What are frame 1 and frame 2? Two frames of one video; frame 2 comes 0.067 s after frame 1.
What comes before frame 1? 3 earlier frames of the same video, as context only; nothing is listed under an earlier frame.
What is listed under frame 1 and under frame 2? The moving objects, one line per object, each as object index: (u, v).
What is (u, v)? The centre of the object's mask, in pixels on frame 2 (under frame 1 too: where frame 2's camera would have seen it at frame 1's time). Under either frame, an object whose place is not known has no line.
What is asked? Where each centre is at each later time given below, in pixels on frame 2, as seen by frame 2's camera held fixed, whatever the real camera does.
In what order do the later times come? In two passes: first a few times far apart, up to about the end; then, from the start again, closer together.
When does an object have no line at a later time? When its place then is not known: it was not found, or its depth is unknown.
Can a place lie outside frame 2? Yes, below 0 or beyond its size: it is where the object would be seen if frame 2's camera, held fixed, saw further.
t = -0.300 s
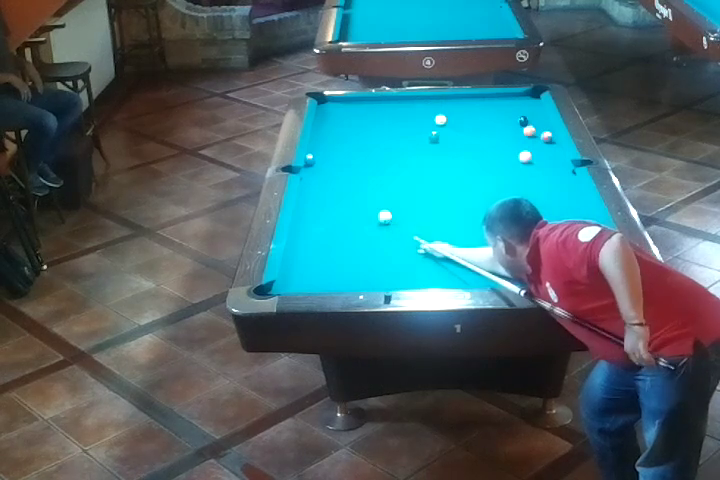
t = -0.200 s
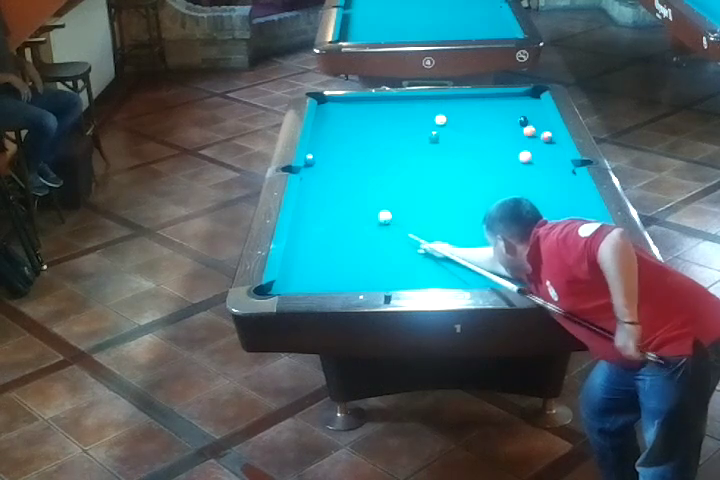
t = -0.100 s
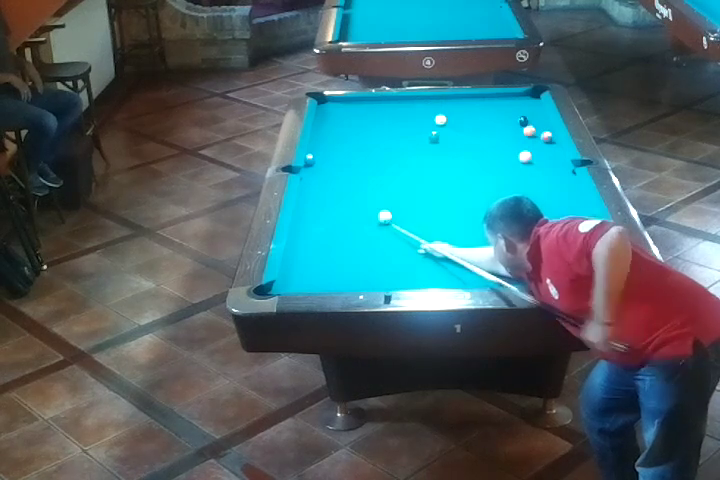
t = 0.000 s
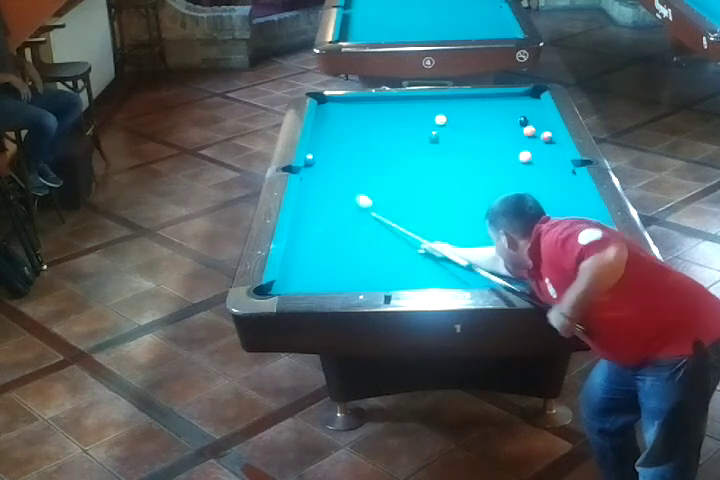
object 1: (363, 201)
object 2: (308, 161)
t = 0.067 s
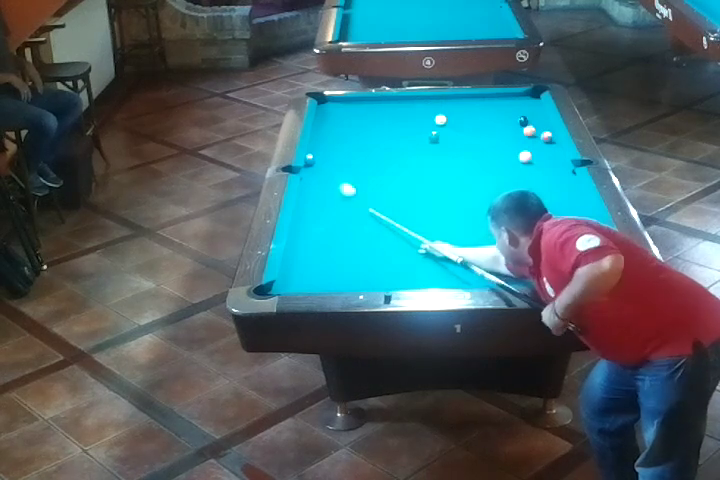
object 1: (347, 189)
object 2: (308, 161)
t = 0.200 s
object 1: (321, 171)
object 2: (308, 161)
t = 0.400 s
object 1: (318, 164)
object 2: (310, 152)
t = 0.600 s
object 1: (335, 166)
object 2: (313, 138)
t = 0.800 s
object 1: (352, 169)
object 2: (316, 126)
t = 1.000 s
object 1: (368, 171)
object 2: (318, 116)
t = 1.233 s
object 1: (386, 174)
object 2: (320, 105)
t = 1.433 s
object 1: (400, 176)
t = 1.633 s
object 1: (415, 178)
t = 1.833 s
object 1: (429, 180)
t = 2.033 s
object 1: (442, 182)
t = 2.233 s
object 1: (454, 184)
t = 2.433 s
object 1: (461, 187)
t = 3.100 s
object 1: (498, 192)
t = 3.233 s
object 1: (508, 191)
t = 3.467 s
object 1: (519, 193)
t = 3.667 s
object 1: (527, 194)
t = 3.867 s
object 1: (535, 195)
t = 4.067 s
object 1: (541, 196)
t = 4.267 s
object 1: (547, 197)
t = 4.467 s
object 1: (552, 198)
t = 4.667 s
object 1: (556, 198)
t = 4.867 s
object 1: (559, 199)
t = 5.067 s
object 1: (561, 199)
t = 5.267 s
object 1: (563, 199)
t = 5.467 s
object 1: (563, 199)
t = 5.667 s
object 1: (563, 198)
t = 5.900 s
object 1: (563, 198)
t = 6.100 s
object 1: (563, 199)
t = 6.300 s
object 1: (564, 199)
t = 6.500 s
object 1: (563, 199)
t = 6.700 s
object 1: (563, 199)
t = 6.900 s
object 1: (564, 199)
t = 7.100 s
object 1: (564, 199)
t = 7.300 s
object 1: (564, 199)
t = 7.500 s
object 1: (564, 199)
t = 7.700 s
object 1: (564, 199)
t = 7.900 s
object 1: (564, 199)
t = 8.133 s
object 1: (564, 199)
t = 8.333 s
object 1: (564, 199)
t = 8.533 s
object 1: (564, 199)
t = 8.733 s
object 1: (562, 198)
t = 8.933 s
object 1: (563, 198)
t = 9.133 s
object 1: (563, 198)
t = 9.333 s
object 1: (563, 199)
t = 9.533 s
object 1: (563, 199)
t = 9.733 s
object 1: (563, 199)
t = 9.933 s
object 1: (563, 199)
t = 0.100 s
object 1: (340, 184)
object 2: (308, 161)
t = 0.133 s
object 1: (333, 180)
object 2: (308, 161)
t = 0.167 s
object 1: (327, 175)
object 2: (308, 160)
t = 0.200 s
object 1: (321, 171)
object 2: (308, 161)
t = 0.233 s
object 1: (315, 167)
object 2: (307, 160)
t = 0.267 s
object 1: (311, 164)
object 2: (309, 156)
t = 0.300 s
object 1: (310, 163)
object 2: (309, 154)
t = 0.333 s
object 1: (313, 164)
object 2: (309, 154)
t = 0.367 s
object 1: (315, 164)
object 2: (310, 154)
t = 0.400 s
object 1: (318, 164)
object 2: (310, 152)
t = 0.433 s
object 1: (321, 164)
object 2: (311, 148)
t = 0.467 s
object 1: (324, 165)
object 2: (312, 147)
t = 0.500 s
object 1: (327, 165)
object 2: (312, 145)
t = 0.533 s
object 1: (330, 166)
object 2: (312, 142)
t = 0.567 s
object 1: (332, 166)
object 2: (313, 141)
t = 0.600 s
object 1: (335, 166)
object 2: (313, 138)
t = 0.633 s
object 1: (338, 167)
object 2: (314, 136)
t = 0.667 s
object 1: (341, 167)
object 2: (314, 135)
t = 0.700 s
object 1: (343, 168)
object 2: (315, 132)
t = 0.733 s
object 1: (346, 168)
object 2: (315, 130)
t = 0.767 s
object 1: (349, 168)
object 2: (315, 129)
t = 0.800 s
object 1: (352, 169)
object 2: (316, 126)
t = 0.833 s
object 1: (354, 169)
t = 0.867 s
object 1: (357, 169)
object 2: (317, 123)
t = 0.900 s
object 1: (360, 170)
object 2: (317, 121)
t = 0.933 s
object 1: (362, 170)
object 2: (317, 120)
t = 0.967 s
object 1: (365, 171)
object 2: (318, 118)
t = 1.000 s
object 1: (368, 171)
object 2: (318, 116)
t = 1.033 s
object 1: (370, 171)
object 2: (318, 115)
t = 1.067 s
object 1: (373, 172)
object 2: (319, 112)
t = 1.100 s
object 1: (375, 172)
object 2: (319, 111)
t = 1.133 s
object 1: (378, 172)
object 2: (319, 110)
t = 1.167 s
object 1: (381, 173)
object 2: (319, 108)
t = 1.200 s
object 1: (383, 173)
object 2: (320, 106)
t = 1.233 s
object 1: (386, 174)
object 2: (320, 105)
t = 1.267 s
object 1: (388, 174)
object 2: (321, 103)
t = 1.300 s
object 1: (391, 174)
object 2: (322, 101)
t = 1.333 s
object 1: (393, 174)
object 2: (322, 100)
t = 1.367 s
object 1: (396, 175)
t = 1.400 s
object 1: (398, 175)
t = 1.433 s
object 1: (400, 176)
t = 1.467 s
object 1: (403, 176)
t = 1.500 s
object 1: (405, 176)
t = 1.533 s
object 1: (407, 177)
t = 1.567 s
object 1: (410, 177)
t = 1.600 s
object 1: (412, 178)
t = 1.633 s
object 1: (415, 178)
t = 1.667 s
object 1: (417, 178)
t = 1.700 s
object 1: (419, 179)
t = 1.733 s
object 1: (422, 179)
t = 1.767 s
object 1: (424, 179)
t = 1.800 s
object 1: (426, 180)
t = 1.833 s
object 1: (429, 180)
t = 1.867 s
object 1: (431, 180)
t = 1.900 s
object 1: (433, 181)
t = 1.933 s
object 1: (435, 181)
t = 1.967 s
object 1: (438, 181)
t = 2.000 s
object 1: (440, 182)
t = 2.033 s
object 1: (442, 182)
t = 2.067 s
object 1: (444, 182)
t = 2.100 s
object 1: (446, 183)
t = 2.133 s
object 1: (448, 183)
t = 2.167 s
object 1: (450, 183)
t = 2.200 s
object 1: (453, 183)
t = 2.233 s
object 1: (454, 184)
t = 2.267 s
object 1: (456, 184)
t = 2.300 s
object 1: (458, 184)
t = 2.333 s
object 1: (461, 185)
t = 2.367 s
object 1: (462, 185)
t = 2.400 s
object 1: (462, 185)
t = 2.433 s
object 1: (461, 187)
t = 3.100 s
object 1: (498, 192)
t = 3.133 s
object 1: (502, 194)
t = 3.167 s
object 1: (502, 192)
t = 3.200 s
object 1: (505, 192)
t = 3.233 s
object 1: (508, 191)
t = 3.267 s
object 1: (511, 192)
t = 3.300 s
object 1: (512, 192)
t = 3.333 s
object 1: (514, 192)
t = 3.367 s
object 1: (515, 192)
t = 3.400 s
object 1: (516, 193)
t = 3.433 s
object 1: (518, 193)
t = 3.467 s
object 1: (519, 193)
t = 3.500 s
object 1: (521, 193)
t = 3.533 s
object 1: (522, 194)
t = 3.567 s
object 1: (523, 194)
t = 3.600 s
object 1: (524, 194)
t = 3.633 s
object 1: (526, 194)
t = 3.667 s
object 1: (527, 194)
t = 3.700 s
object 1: (528, 194)
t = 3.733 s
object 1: (530, 195)
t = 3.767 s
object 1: (531, 195)
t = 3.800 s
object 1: (532, 195)
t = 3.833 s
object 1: (533, 195)
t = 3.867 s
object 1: (535, 195)
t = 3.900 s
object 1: (536, 195)
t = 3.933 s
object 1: (537, 196)
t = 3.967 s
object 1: (538, 196)
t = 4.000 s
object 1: (539, 196)
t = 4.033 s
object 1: (540, 196)
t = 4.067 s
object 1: (541, 196)
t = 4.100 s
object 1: (542, 196)
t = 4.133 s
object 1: (543, 197)
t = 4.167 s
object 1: (544, 197)
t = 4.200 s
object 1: (545, 197)
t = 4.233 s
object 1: (546, 197)
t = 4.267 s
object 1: (547, 197)
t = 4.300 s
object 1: (547, 197)
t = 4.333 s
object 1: (548, 197)
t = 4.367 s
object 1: (549, 198)
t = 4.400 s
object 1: (550, 198)
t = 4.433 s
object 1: (551, 198)
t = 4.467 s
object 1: (552, 198)
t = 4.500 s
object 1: (552, 198)
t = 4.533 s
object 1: (553, 198)
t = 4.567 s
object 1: (554, 198)
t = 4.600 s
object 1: (554, 198)
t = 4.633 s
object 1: (555, 199)
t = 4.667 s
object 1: (556, 198)
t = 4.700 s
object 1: (556, 198)
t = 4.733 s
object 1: (557, 199)
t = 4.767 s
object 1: (557, 199)
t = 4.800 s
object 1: (558, 199)
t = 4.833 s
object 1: (558, 199)
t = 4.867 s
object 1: (559, 199)
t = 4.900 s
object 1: (560, 199)
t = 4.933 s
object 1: (560, 199)
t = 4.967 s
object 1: (560, 199)
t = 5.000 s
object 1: (561, 199)
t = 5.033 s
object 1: (561, 199)
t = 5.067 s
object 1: (561, 199)
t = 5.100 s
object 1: (561, 199)
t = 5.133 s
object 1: (562, 199)
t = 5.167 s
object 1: (562, 199)
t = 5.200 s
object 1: (562, 199)
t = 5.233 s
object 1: (563, 199)
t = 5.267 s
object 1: (563, 199)
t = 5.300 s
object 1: (563, 199)
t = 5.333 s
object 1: (563, 199)
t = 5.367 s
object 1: (563, 199)
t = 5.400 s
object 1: (563, 199)
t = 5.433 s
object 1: (563, 199)
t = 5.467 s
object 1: (563, 199)
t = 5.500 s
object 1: (563, 199)
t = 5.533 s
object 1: (563, 199)
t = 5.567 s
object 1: (563, 199)
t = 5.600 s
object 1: (563, 199)
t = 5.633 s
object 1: (563, 198)
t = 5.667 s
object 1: (563, 198)
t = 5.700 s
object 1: (563, 199)
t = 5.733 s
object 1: (563, 198)
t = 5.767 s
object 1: (563, 198)
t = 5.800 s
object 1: (563, 199)
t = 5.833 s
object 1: (563, 198)
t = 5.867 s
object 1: (563, 198)
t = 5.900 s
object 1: (563, 198)
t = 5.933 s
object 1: (563, 198)
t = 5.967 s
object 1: (563, 198)
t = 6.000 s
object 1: (563, 199)
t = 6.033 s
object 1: (563, 198)
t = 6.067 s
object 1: (563, 198)
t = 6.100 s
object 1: (563, 199)
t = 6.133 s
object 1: (563, 199)
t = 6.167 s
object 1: (563, 198)
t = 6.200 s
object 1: (563, 199)
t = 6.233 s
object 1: (564, 199)
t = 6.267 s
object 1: (563, 199)
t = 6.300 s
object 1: (564, 199)
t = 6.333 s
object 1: (563, 198)
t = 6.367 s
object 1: (563, 199)
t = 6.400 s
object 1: (563, 199)
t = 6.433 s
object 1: (563, 199)
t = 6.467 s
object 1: (564, 199)
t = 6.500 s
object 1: (563, 199)
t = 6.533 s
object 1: (563, 198)
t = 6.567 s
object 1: (563, 199)
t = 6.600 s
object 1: (563, 199)
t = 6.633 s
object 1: (563, 199)
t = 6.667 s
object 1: (564, 198)
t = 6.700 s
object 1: (563, 199)
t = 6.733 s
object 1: (563, 199)
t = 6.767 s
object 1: (563, 198)
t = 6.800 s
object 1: (563, 199)
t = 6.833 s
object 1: (563, 198)
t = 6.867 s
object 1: (563, 199)
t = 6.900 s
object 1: (564, 199)
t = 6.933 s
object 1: (564, 199)
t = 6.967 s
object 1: (564, 199)
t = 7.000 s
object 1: (564, 199)
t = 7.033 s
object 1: (564, 199)
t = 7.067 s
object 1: (564, 199)
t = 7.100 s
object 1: (564, 199)
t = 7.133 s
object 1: (564, 199)
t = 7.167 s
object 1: (564, 199)
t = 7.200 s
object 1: (564, 199)
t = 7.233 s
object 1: (564, 199)
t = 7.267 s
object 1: (564, 199)
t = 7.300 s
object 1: (564, 199)
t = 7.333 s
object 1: (564, 199)
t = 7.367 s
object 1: (564, 199)
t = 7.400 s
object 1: (564, 199)
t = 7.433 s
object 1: (564, 199)
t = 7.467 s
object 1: (564, 199)
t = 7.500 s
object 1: (564, 199)
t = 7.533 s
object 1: (564, 199)
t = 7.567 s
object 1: (564, 199)
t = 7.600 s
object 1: (564, 199)
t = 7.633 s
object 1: (564, 199)
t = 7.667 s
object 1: (564, 199)
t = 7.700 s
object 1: (564, 199)
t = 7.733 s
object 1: (564, 199)
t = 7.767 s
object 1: (564, 199)
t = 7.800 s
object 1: (564, 199)
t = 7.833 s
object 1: (564, 199)
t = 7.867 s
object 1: (564, 199)
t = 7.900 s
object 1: (564, 199)
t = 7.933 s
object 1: (564, 199)
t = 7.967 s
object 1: (564, 199)
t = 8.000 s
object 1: (564, 199)
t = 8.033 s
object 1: (564, 199)
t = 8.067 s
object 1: (564, 199)
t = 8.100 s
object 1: (564, 199)
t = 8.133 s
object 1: (564, 199)
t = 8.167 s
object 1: (564, 199)
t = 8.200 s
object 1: (564, 199)
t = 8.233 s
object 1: (564, 199)
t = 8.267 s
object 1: (564, 199)
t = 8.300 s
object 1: (564, 199)
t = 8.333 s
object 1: (564, 199)
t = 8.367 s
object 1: (564, 199)
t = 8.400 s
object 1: (564, 199)
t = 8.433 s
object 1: (564, 199)
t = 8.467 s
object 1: (564, 199)
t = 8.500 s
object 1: (564, 199)
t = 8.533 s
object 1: (564, 199)
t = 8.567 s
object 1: (564, 199)
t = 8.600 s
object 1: (563, 199)
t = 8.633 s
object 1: (564, 199)
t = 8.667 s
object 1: (564, 199)
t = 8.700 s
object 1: (563, 199)
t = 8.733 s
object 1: (562, 198)
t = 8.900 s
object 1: (563, 198)
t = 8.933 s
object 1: (563, 198)
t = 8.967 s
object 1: (563, 198)
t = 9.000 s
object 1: (563, 198)
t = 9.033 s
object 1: (563, 198)
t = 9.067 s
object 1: (563, 198)
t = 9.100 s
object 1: (563, 198)
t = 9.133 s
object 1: (563, 198)
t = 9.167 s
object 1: (563, 198)
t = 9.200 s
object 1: (563, 199)
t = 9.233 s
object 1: (563, 199)
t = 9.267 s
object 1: (563, 199)
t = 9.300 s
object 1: (563, 199)
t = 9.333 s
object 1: (563, 199)
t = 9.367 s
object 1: (563, 199)
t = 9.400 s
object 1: (563, 199)
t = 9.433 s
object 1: (563, 199)
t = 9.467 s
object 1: (563, 199)
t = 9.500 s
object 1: (563, 199)
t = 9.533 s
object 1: (563, 199)
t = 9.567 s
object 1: (563, 199)
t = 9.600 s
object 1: (563, 199)
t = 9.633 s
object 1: (563, 199)
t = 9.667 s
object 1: (563, 198)
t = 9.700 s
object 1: (563, 199)
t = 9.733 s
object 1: (563, 199)
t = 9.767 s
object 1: (563, 199)
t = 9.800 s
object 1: (563, 199)
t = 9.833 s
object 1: (563, 199)
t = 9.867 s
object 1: (563, 199)
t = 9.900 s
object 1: (563, 199)
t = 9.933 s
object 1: (563, 199)
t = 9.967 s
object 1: (563, 199)
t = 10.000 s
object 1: (563, 199)
